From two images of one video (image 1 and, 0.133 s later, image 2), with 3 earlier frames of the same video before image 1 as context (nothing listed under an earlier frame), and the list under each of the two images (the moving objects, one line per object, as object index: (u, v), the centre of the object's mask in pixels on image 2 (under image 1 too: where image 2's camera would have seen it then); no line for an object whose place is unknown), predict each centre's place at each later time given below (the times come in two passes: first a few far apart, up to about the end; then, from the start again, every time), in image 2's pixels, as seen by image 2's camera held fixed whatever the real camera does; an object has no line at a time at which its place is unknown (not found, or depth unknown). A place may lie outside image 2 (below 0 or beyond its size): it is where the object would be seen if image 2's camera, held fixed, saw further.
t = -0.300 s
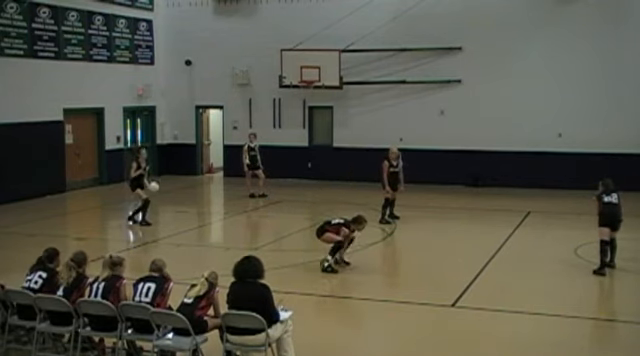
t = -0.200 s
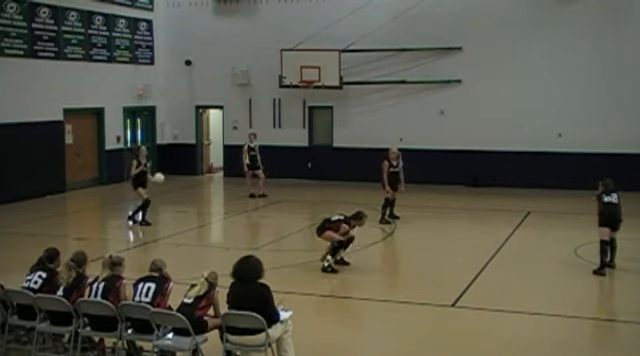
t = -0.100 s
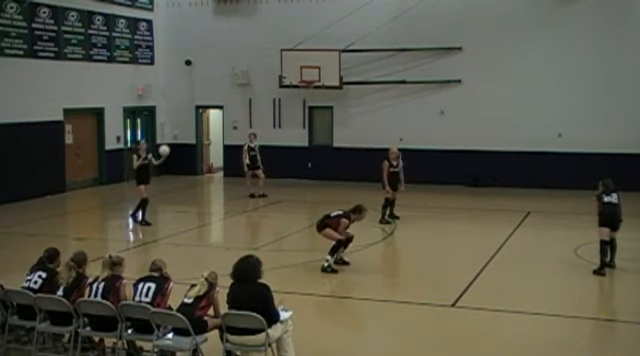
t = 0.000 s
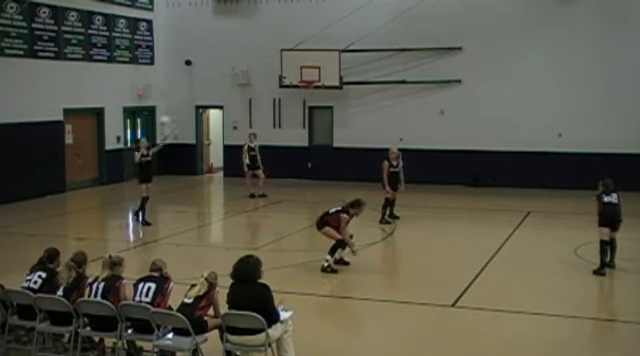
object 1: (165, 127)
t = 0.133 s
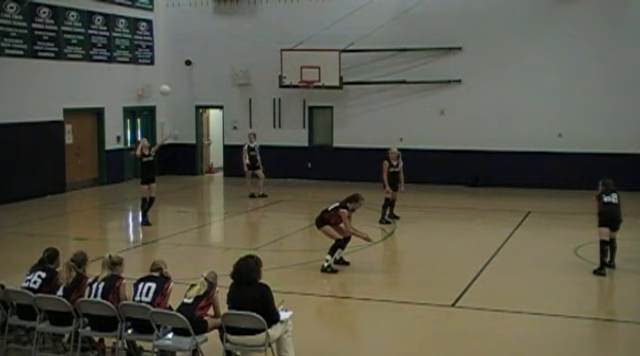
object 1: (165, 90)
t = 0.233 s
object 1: (165, 72)
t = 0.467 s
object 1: (166, 52)
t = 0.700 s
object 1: (168, 58)
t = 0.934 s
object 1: (171, 90)
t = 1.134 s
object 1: (173, 139)
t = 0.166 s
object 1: (165, 84)
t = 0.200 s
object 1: (165, 77)
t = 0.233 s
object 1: (165, 72)
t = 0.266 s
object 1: (165, 68)
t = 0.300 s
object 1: (165, 64)
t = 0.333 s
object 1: (165, 60)
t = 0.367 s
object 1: (166, 58)
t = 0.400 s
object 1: (166, 55)
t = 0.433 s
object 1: (166, 53)
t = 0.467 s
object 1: (166, 52)
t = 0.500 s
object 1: (166, 52)
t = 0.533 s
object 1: (166, 52)
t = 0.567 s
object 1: (166, 52)
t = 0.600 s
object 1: (166, 52)
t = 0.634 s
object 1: (168, 54)
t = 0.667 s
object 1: (168, 56)
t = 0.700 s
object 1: (168, 58)
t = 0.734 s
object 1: (169, 61)
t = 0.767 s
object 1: (169, 64)
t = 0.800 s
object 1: (169, 69)
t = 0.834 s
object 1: (170, 74)
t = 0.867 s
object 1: (170, 79)
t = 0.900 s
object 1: (170, 85)
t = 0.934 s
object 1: (171, 90)
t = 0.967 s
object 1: (171, 95)
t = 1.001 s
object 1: (171, 104)
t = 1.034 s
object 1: (171, 111)
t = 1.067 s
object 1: (172, 119)
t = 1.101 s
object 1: (173, 129)
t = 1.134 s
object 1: (173, 139)
